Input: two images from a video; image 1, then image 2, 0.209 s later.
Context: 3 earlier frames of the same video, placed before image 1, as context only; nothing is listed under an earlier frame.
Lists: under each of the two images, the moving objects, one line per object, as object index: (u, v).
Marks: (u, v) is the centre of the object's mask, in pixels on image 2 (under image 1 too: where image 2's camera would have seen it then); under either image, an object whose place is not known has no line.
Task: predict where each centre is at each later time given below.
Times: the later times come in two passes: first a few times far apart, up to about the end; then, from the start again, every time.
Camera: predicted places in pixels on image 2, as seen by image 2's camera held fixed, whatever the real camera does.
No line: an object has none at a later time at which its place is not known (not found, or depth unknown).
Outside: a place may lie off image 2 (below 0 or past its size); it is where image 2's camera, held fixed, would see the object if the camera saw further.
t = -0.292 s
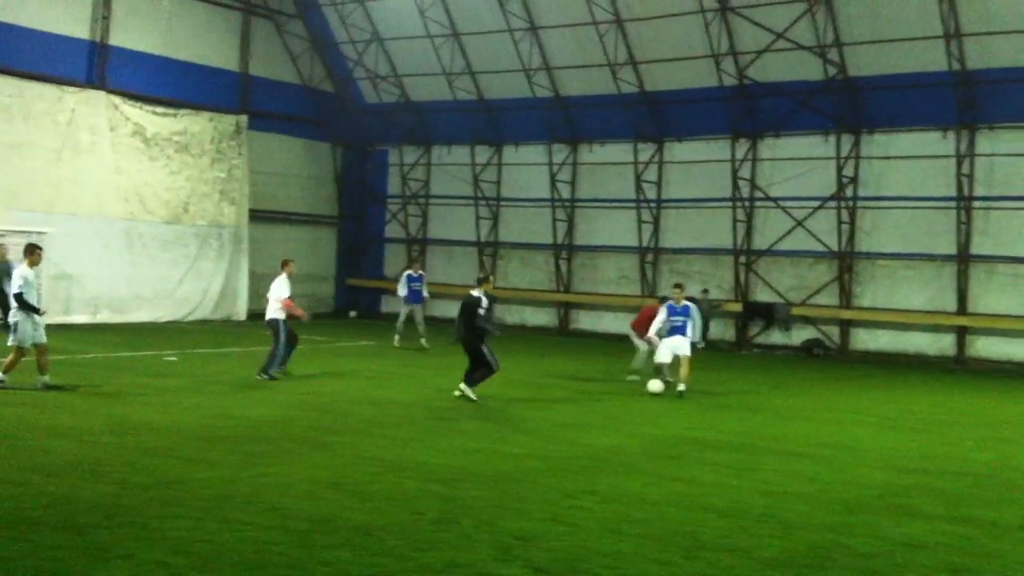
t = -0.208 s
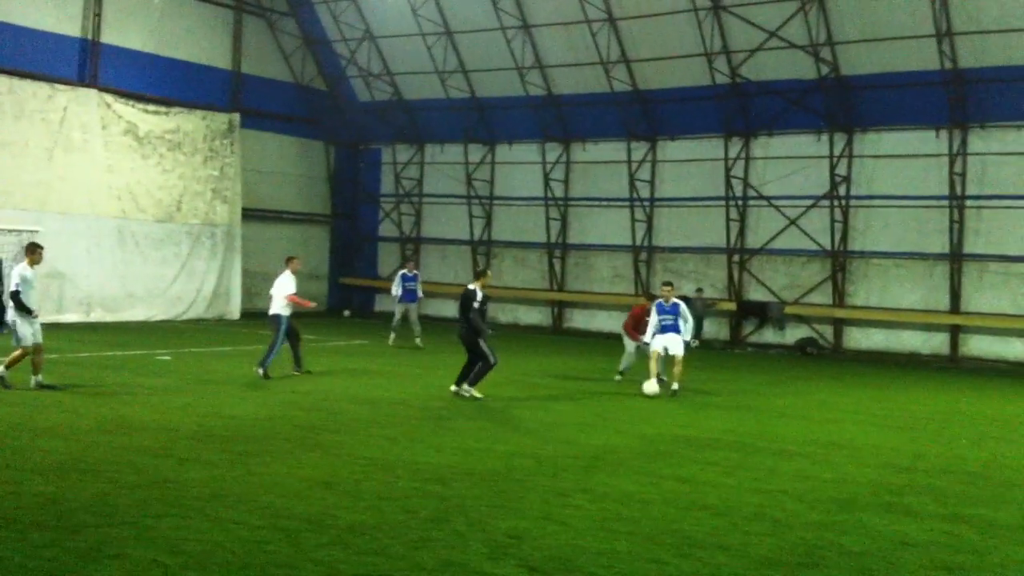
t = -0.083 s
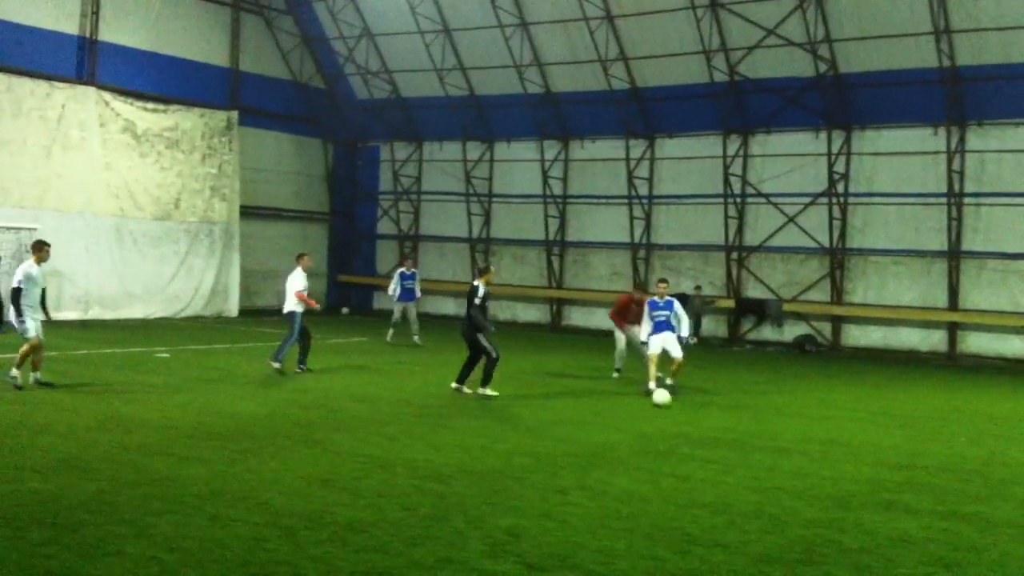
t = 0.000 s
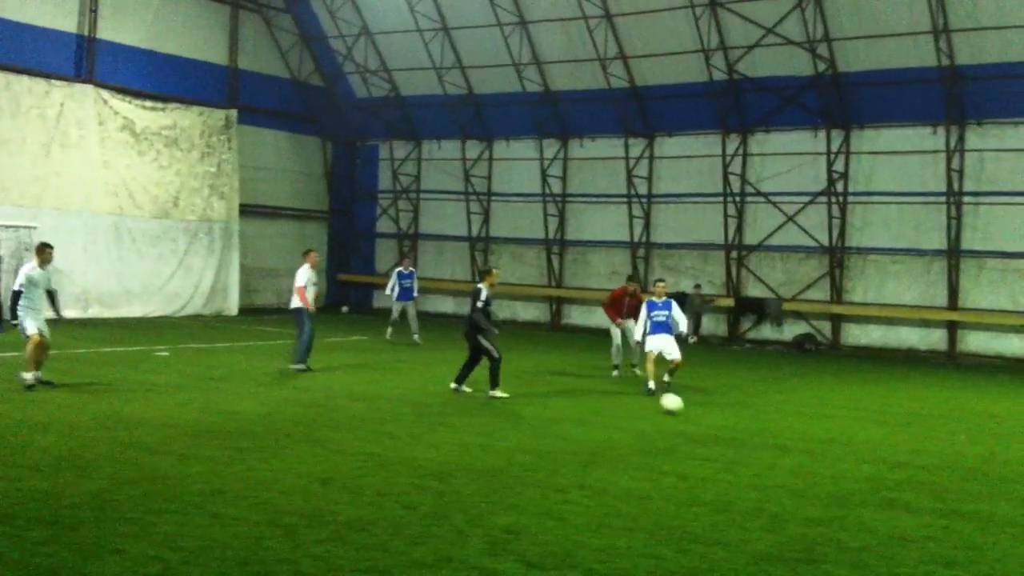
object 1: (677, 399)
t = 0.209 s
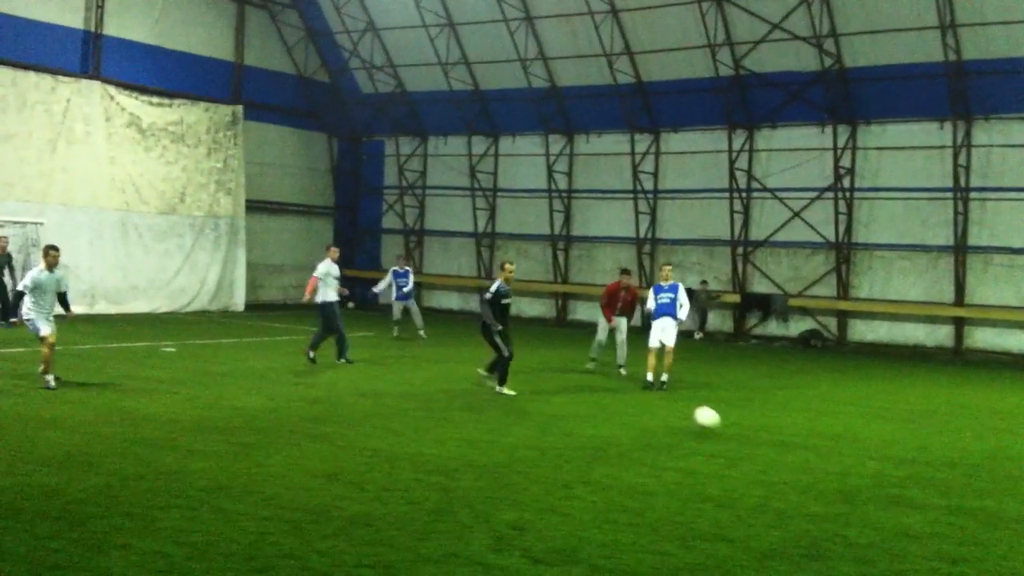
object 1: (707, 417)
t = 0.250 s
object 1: (714, 424)
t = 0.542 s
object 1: (762, 456)
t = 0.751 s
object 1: (807, 478)
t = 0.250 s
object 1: (714, 424)
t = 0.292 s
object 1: (721, 433)
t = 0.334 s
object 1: (727, 437)
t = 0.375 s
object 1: (733, 436)
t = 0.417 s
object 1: (740, 438)
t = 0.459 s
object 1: (748, 442)
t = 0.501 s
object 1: (755, 447)
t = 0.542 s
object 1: (762, 456)
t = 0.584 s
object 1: (771, 467)
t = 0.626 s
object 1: (779, 471)
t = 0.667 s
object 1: (788, 471)
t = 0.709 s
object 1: (797, 473)
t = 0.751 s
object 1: (807, 478)
